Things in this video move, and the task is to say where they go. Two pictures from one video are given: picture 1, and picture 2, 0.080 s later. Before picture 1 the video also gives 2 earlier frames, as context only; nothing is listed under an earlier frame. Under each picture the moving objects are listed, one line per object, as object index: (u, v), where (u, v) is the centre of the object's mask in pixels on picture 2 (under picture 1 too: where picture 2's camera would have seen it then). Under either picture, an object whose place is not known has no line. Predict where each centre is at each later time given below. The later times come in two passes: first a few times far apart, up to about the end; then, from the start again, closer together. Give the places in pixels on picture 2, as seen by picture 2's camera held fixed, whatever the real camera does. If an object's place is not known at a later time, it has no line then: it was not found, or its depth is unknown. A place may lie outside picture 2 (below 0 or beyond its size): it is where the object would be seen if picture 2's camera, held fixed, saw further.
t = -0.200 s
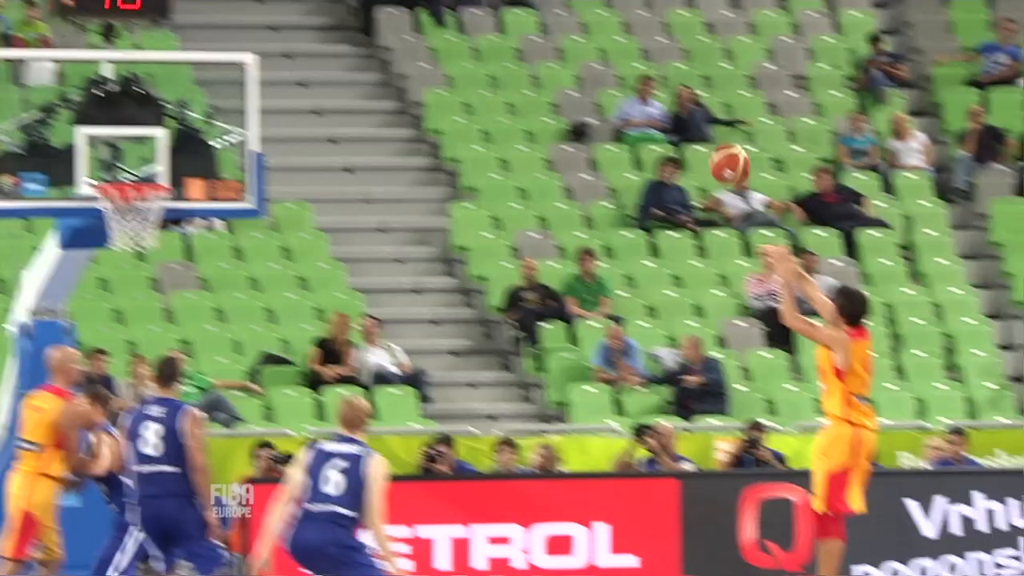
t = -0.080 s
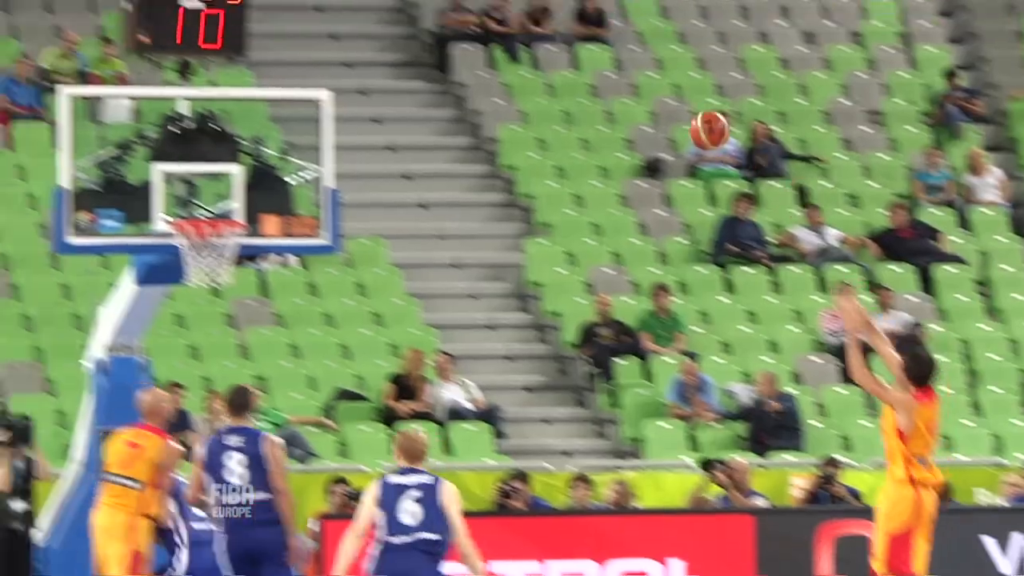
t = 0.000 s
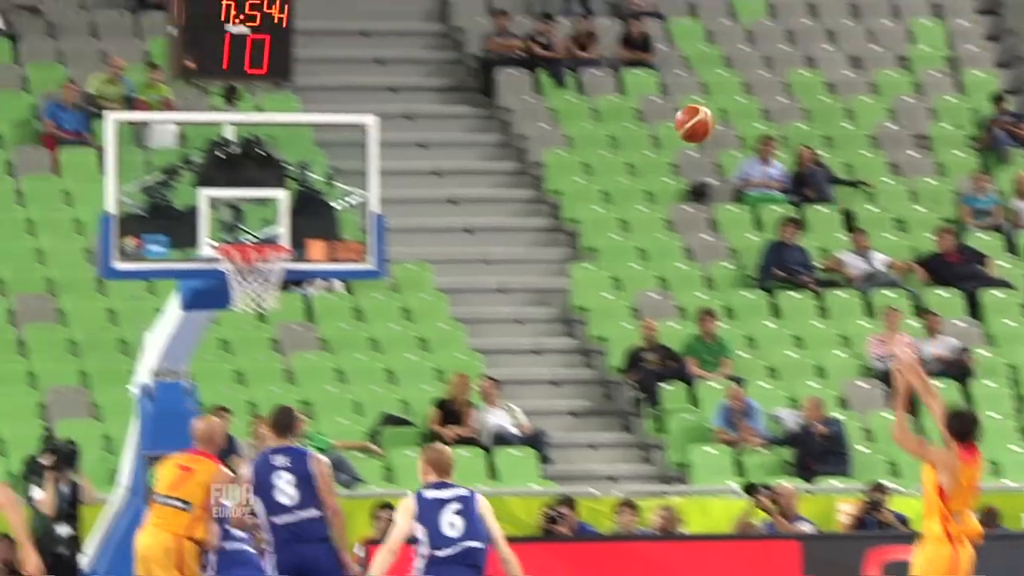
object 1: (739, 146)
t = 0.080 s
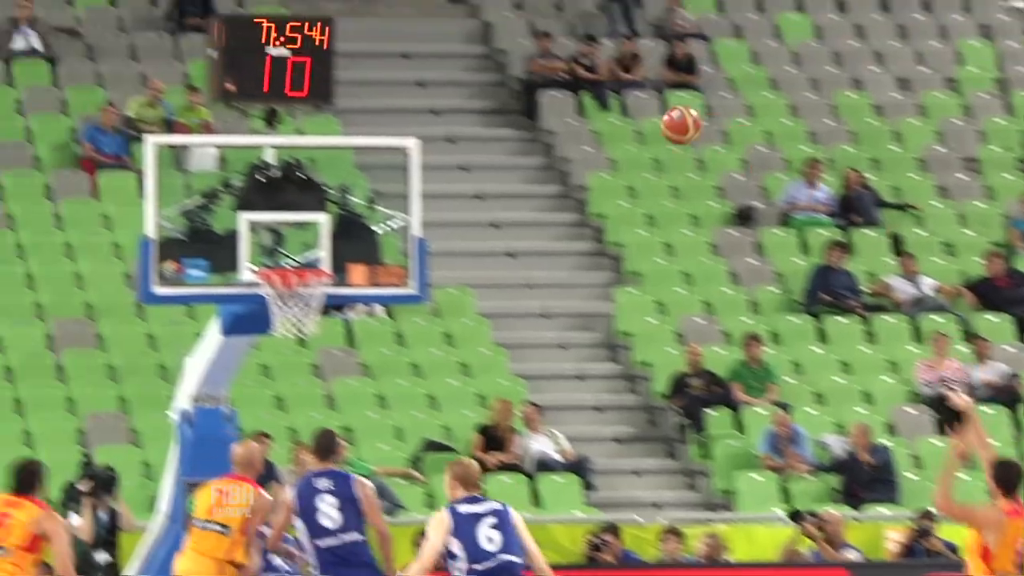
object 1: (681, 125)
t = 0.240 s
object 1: (569, 113)
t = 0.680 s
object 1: (307, 243)
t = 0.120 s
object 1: (652, 118)
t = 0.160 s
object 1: (624, 115)
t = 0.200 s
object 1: (596, 113)
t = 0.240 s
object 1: (569, 113)
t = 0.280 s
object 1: (541, 119)
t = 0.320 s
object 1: (514, 124)
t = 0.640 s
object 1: (315, 253)
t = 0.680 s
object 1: (307, 243)
